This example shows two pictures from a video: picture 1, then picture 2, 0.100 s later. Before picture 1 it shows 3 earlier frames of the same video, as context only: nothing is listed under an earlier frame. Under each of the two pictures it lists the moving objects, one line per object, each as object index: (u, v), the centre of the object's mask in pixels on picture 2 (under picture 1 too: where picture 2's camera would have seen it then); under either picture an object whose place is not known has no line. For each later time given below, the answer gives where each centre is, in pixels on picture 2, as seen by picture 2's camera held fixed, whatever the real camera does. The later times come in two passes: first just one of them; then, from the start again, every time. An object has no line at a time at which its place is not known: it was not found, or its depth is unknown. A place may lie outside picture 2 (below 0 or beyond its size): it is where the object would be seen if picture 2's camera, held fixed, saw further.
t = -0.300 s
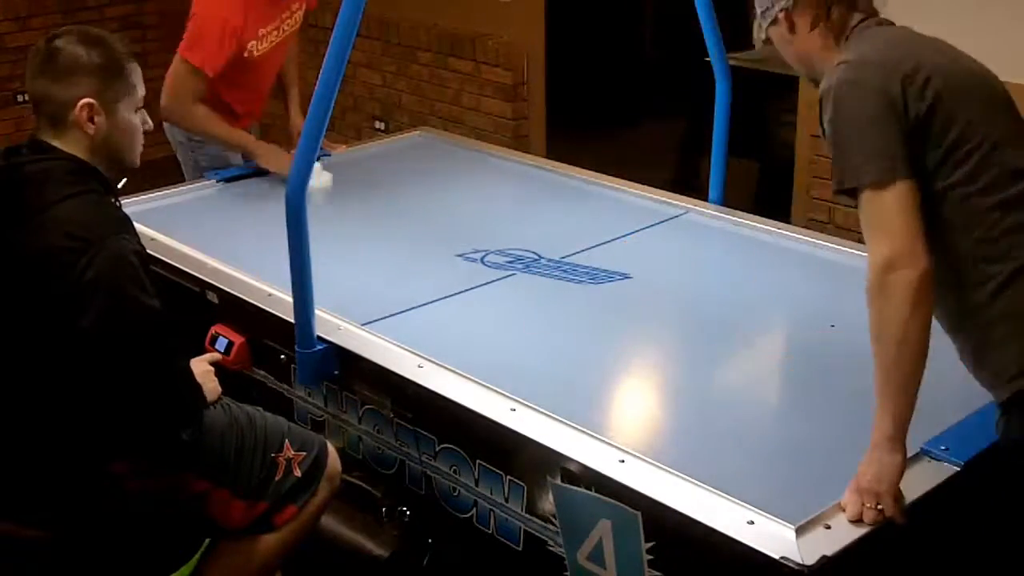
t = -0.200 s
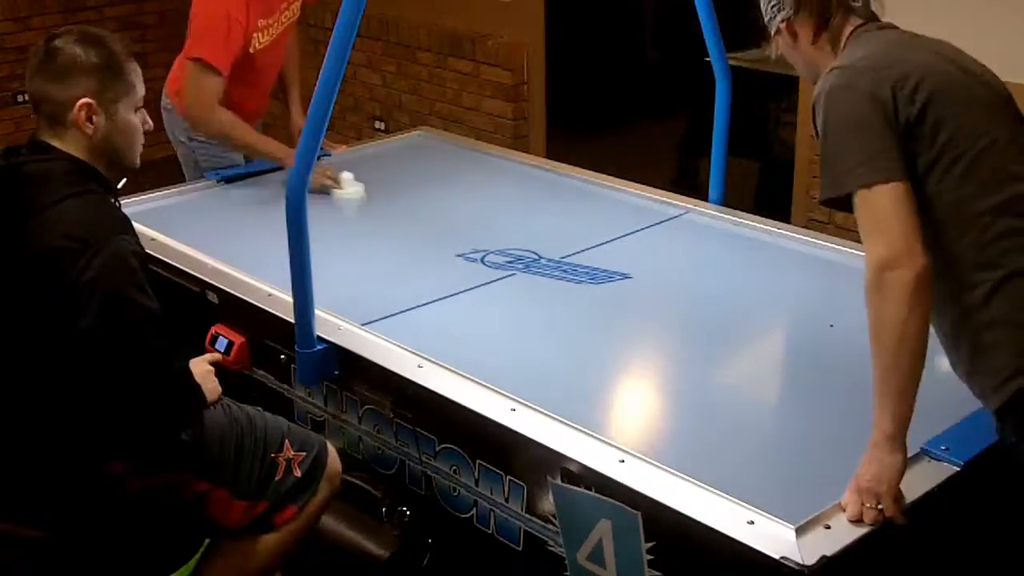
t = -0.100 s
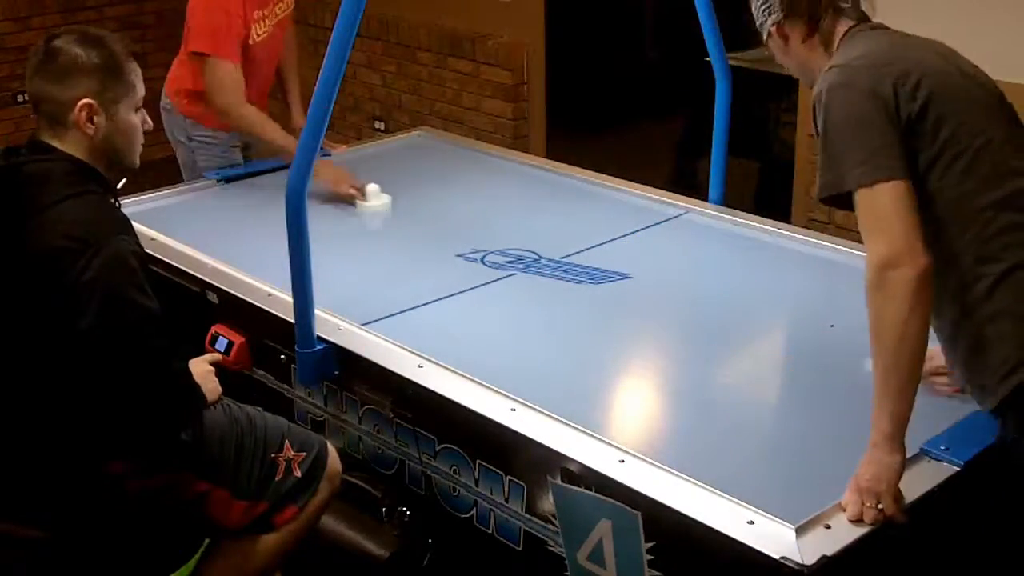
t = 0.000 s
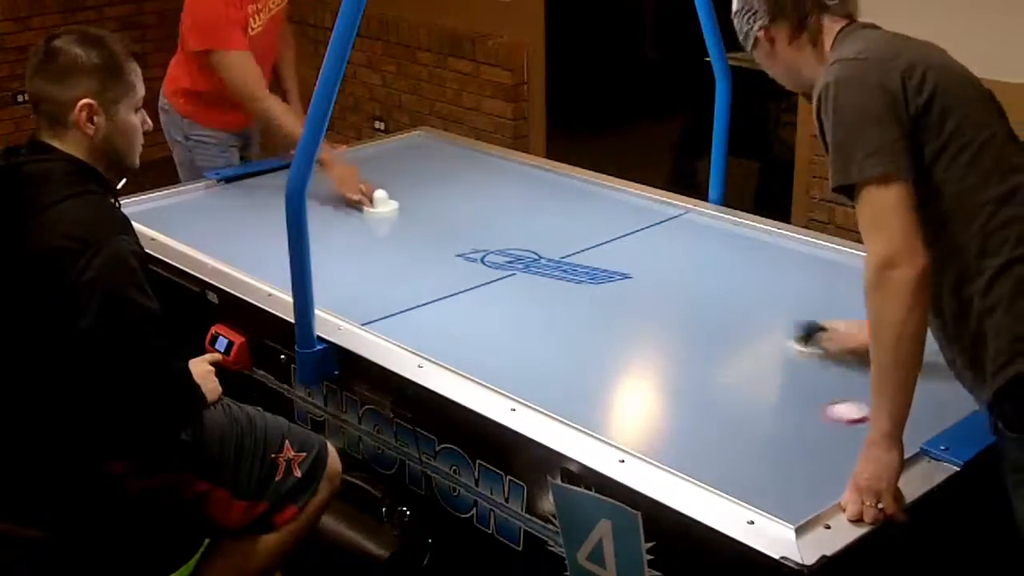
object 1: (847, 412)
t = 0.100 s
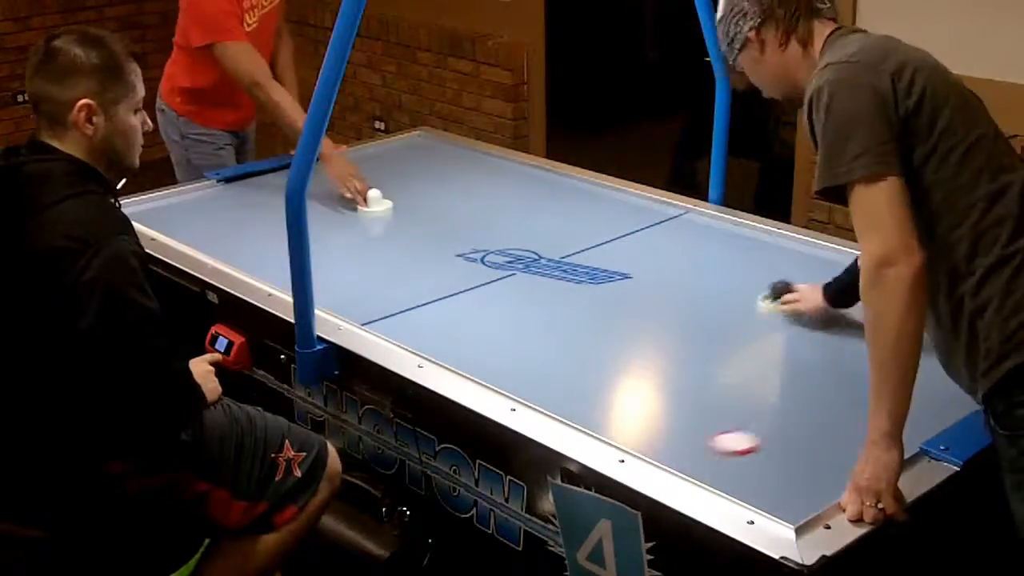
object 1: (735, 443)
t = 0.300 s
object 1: (756, 404)
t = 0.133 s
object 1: (695, 453)
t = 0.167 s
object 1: (678, 455)
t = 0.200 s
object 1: (698, 442)
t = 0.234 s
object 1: (718, 429)
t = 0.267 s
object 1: (738, 416)
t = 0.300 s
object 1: (756, 404)
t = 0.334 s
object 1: (775, 392)
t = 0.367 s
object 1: (793, 381)
